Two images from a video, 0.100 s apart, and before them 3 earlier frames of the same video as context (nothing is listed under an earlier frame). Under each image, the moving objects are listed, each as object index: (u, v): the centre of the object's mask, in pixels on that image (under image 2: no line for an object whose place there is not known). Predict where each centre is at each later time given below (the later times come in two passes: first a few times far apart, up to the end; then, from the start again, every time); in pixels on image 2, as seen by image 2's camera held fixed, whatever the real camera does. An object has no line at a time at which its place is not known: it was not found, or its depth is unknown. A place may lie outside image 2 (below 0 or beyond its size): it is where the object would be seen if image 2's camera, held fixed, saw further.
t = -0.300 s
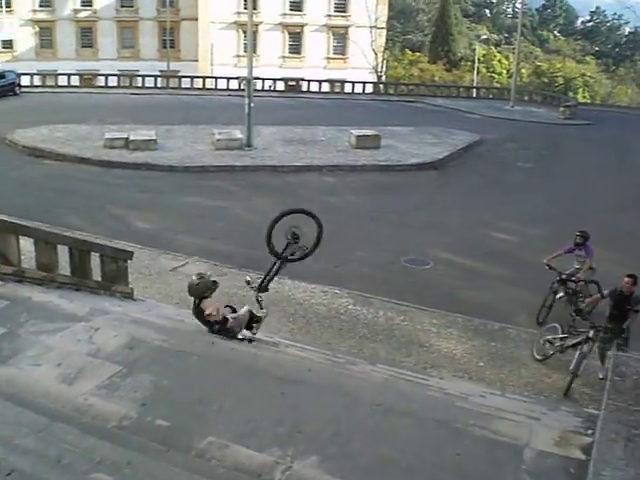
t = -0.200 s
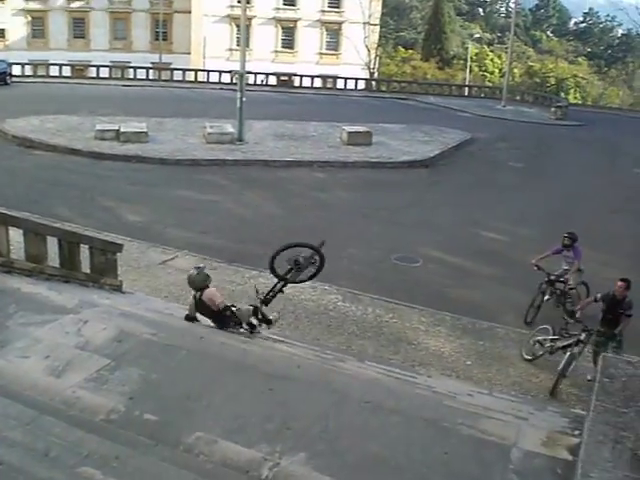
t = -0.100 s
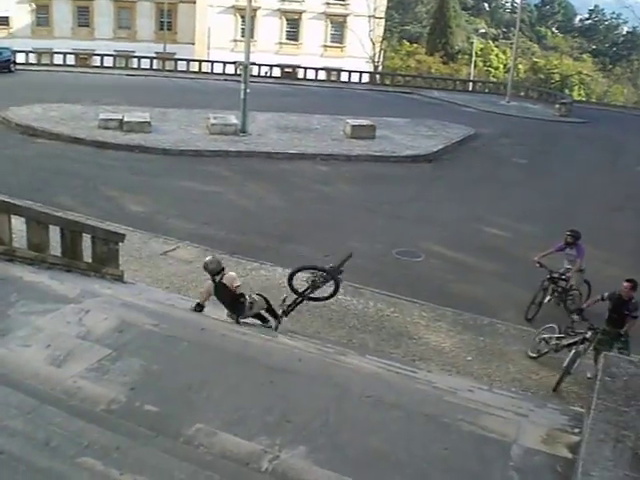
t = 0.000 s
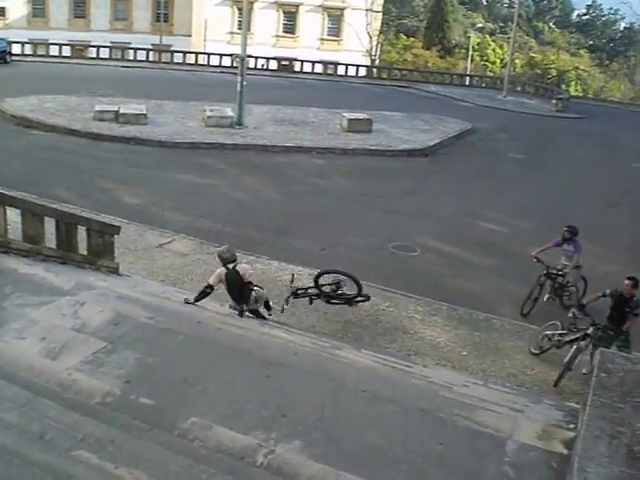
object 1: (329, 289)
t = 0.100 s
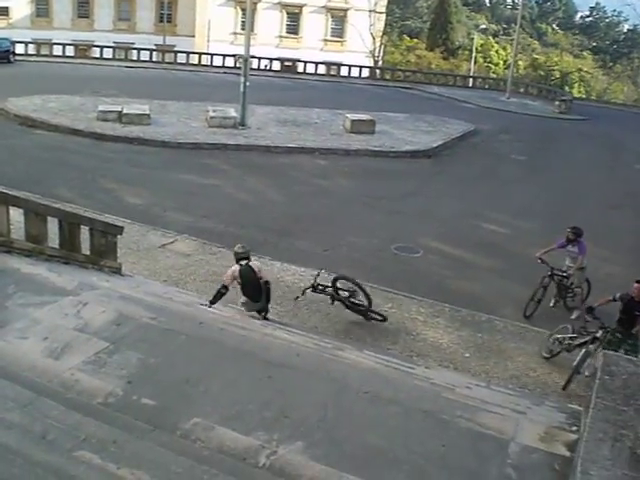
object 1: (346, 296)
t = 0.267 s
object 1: (366, 293)
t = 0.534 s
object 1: (378, 298)
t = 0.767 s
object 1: (390, 329)
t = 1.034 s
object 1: (386, 313)
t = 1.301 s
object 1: (390, 316)
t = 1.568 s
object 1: (389, 326)
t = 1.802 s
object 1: (390, 325)
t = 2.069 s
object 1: (393, 333)
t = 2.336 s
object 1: (395, 333)
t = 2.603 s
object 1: (396, 331)
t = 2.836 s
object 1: (396, 333)
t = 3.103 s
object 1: (395, 333)
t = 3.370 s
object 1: (396, 332)
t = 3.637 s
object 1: (396, 332)
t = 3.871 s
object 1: (396, 333)
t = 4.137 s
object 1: (396, 332)
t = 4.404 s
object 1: (396, 332)
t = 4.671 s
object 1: (396, 333)
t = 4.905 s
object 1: (396, 332)
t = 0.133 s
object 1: (347, 295)
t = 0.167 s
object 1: (354, 295)
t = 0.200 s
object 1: (358, 292)
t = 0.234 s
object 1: (363, 291)
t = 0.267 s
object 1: (366, 293)
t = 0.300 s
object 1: (369, 294)
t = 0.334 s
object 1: (372, 294)
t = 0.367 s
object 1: (374, 293)
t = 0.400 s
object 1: (376, 292)
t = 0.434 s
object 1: (378, 292)
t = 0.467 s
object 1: (379, 294)
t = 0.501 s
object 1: (379, 296)
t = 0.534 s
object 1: (378, 298)
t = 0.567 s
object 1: (378, 300)
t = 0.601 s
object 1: (375, 306)
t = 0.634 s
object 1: (376, 310)
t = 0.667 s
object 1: (378, 314)
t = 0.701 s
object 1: (380, 319)
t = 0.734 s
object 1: (384, 323)
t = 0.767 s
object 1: (390, 329)
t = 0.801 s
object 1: (391, 333)
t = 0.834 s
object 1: (392, 334)
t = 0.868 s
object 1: (393, 331)
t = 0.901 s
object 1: (390, 322)
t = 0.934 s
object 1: (387, 321)
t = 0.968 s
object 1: (384, 317)
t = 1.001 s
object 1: (384, 314)
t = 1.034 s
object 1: (386, 313)
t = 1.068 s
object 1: (388, 313)
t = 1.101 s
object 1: (389, 313)
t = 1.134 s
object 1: (390, 313)
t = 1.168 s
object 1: (390, 313)
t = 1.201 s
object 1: (391, 313)
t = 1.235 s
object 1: (391, 314)
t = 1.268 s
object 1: (391, 315)
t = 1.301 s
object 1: (390, 316)
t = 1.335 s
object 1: (390, 318)
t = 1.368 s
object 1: (388, 320)
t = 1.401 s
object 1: (389, 323)
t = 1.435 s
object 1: (389, 327)
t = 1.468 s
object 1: (389, 329)
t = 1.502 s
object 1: (386, 329)
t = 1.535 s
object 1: (388, 328)
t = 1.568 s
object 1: (389, 326)
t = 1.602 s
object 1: (388, 324)
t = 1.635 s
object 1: (388, 324)
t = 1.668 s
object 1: (388, 324)
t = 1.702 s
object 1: (388, 325)
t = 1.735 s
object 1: (388, 324)
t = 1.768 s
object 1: (388, 325)
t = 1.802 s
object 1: (390, 325)
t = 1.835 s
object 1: (388, 325)
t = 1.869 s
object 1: (388, 326)
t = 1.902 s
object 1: (389, 327)
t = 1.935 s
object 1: (389, 326)
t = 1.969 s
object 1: (389, 326)
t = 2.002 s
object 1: (388, 326)
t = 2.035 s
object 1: (390, 327)
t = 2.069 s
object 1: (393, 333)
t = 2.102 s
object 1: (393, 333)
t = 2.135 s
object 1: (393, 332)
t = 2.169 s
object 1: (393, 333)
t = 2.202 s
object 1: (394, 333)
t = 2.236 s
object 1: (394, 333)
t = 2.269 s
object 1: (394, 334)
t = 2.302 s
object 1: (394, 331)
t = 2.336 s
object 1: (395, 333)
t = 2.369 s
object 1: (395, 333)
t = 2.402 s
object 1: (396, 333)
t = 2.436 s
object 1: (395, 333)
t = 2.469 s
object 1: (396, 334)
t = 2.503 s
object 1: (396, 333)
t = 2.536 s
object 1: (396, 332)
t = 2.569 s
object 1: (396, 333)
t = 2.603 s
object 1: (396, 331)
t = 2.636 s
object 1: (396, 333)
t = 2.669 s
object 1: (396, 331)
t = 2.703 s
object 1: (396, 333)
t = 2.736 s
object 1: (396, 331)
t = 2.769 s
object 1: (396, 332)
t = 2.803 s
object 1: (396, 334)
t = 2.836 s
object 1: (396, 333)
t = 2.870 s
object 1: (395, 331)
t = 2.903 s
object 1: (395, 331)
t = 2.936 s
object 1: (395, 332)
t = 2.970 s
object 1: (395, 331)
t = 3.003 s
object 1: (395, 332)
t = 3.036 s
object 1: (395, 333)
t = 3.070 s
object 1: (396, 334)
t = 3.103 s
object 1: (395, 333)
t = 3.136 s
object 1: (396, 332)
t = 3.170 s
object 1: (396, 332)
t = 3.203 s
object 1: (396, 333)
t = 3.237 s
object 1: (396, 332)
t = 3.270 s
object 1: (396, 331)
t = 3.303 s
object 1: (396, 332)
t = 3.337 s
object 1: (396, 332)
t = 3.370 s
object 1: (396, 332)
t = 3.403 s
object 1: (396, 332)
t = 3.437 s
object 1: (396, 331)
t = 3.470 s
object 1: (396, 333)
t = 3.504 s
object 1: (395, 331)
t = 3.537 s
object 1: (396, 333)
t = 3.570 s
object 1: (396, 334)
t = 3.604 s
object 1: (396, 333)
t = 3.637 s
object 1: (396, 332)
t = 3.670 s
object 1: (395, 331)
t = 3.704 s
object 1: (396, 333)
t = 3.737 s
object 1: (396, 332)
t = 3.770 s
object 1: (396, 332)
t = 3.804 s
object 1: (396, 332)
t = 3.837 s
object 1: (396, 332)
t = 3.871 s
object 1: (396, 333)
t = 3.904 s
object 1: (396, 333)
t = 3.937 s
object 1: (396, 333)
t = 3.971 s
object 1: (395, 331)
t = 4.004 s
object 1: (395, 331)
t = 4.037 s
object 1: (396, 332)
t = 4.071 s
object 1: (395, 330)
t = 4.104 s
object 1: (396, 333)
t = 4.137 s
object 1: (396, 332)
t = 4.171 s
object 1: (396, 332)
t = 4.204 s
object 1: (396, 333)
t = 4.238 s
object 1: (396, 333)
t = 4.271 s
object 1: (396, 332)
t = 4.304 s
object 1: (396, 333)
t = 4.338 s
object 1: (396, 332)
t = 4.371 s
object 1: (396, 332)
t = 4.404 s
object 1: (396, 332)
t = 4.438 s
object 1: (397, 333)
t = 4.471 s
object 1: (396, 333)
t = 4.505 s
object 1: (396, 333)
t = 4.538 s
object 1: (396, 331)
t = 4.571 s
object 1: (396, 331)
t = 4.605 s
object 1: (396, 333)
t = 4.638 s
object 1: (396, 331)
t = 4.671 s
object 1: (396, 333)
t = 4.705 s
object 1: (396, 333)
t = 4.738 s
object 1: (396, 331)
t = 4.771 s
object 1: (396, 331)
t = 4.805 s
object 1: (396, 331)
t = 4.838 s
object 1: (396, 333)
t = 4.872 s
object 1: (396, 333)
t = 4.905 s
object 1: (396, 332)
